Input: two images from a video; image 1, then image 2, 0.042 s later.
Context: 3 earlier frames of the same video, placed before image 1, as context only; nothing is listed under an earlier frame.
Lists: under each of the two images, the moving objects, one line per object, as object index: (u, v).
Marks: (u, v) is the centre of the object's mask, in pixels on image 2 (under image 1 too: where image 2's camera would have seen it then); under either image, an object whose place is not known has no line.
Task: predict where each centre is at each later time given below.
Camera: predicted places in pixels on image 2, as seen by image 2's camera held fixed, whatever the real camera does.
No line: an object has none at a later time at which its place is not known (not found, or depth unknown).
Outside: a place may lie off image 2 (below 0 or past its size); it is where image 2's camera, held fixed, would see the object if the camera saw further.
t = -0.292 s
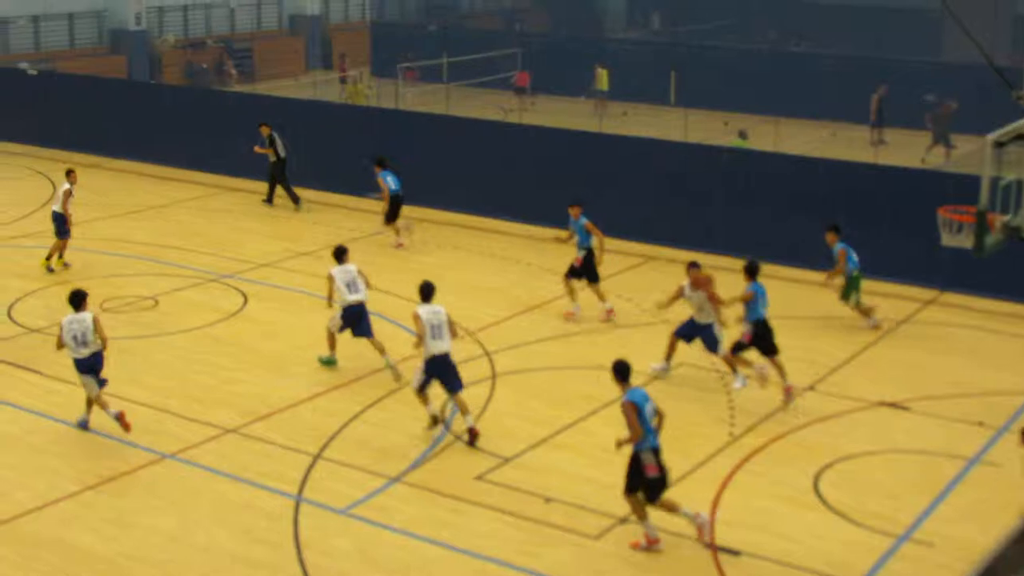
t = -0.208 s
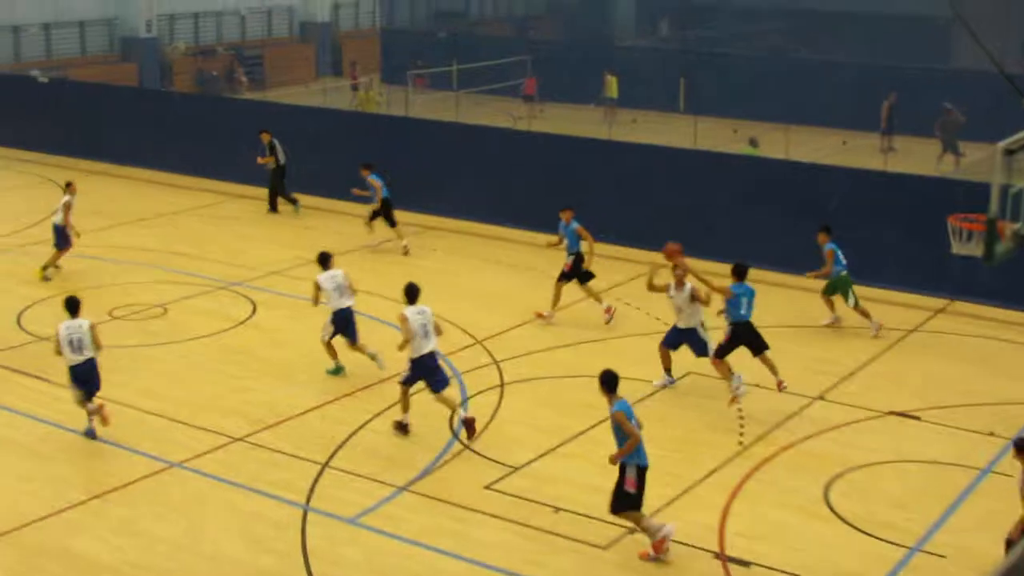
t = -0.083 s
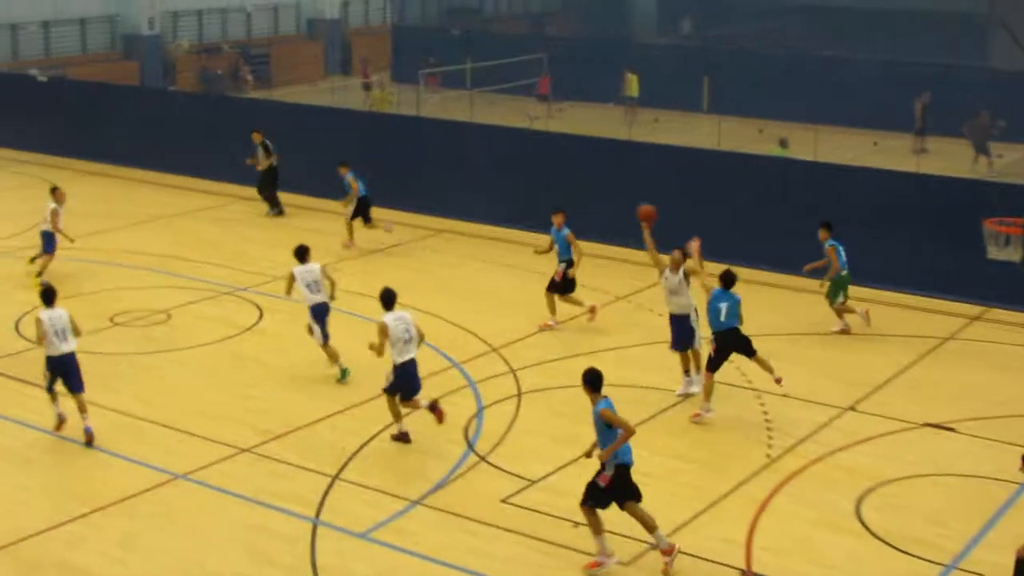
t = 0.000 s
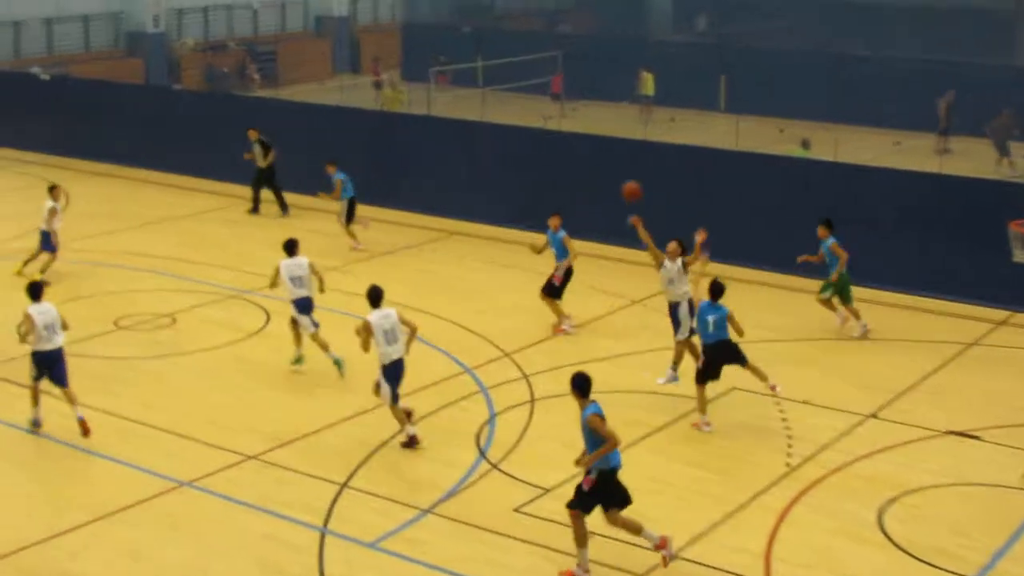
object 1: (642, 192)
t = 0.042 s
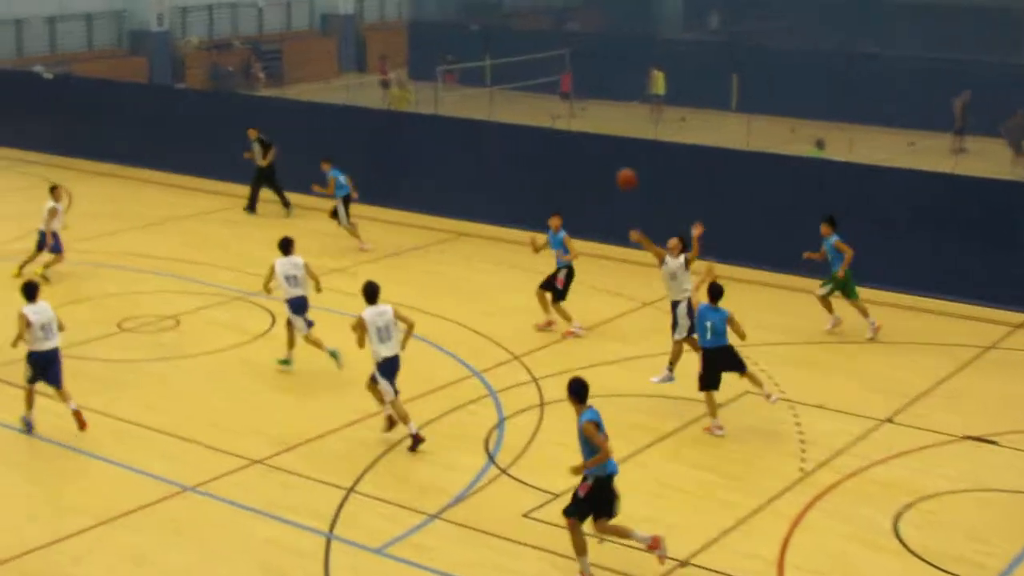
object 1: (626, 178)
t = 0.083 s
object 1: (612, 168)
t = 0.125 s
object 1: (598, 159)
